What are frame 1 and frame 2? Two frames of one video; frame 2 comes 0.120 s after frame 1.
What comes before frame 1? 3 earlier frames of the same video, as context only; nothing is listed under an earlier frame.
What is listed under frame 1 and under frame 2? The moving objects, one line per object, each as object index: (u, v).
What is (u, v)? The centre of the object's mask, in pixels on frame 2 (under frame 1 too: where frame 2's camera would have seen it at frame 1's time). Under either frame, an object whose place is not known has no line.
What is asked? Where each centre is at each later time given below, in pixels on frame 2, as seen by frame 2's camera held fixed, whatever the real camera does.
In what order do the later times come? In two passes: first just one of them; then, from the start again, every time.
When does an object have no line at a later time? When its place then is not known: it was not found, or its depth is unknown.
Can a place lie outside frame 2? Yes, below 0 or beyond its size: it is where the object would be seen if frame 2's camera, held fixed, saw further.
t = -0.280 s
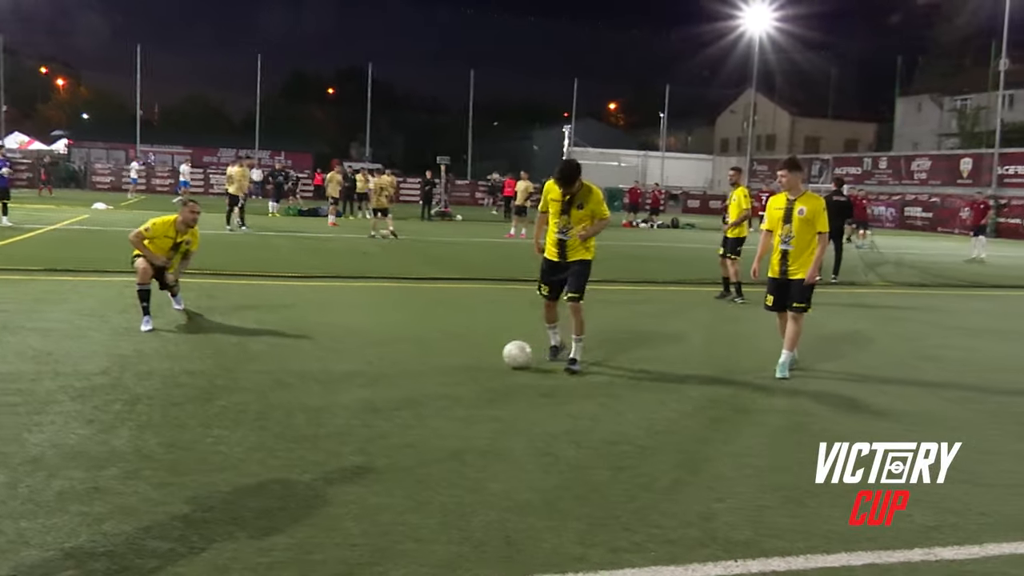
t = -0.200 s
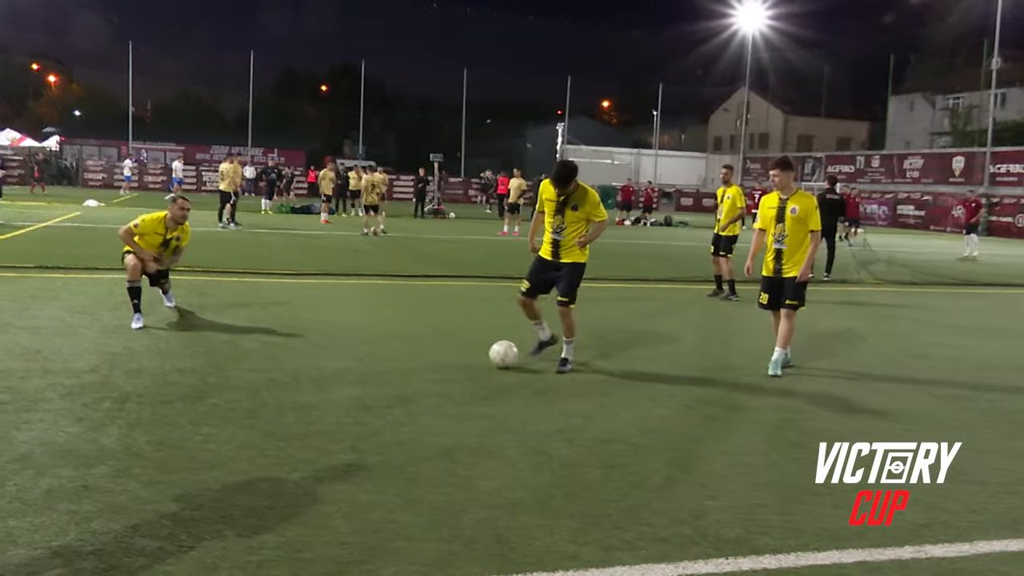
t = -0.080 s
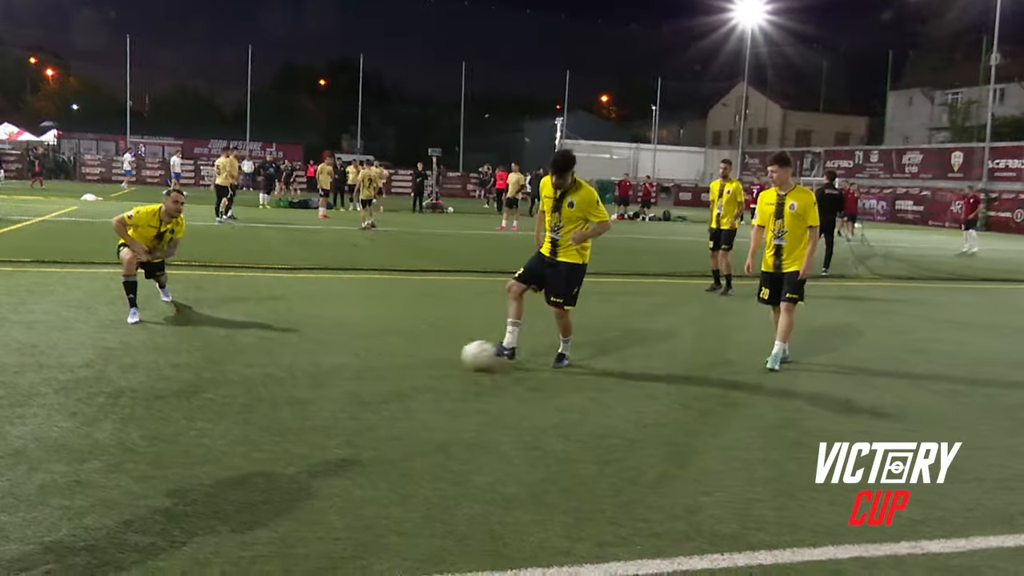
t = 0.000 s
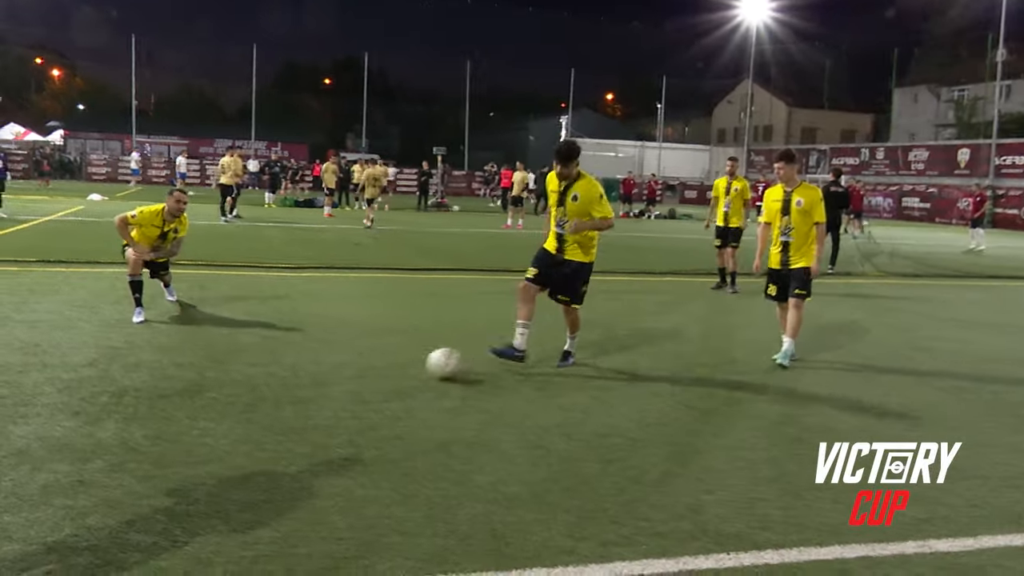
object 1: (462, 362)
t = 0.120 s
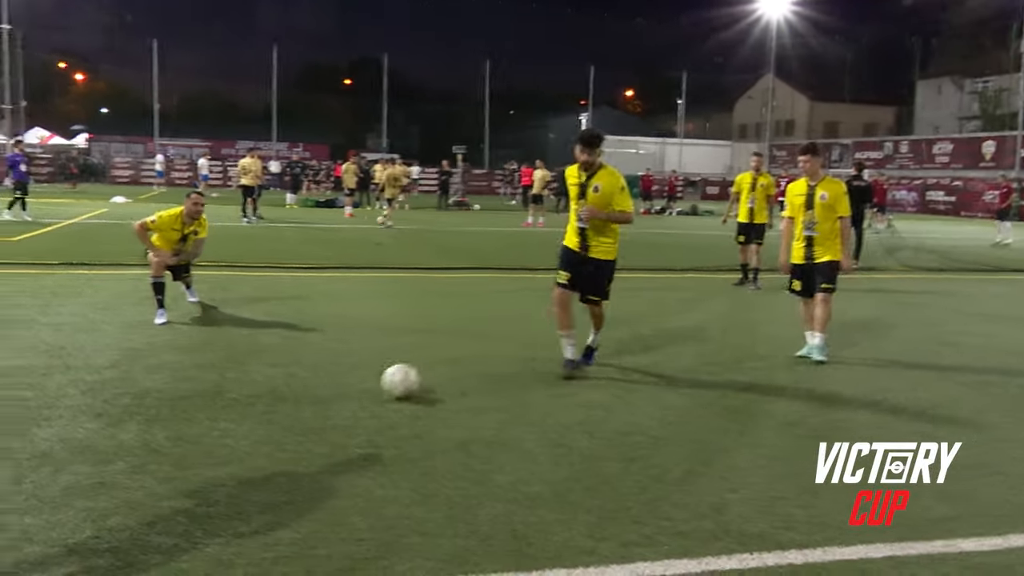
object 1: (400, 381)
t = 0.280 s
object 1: (312, 405)
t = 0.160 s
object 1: (379, 387)
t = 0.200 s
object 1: (357, 392)
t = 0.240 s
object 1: (335, 399)
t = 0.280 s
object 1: (312, 405)
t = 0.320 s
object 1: (292, 411)
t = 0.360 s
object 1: (268, 417)
